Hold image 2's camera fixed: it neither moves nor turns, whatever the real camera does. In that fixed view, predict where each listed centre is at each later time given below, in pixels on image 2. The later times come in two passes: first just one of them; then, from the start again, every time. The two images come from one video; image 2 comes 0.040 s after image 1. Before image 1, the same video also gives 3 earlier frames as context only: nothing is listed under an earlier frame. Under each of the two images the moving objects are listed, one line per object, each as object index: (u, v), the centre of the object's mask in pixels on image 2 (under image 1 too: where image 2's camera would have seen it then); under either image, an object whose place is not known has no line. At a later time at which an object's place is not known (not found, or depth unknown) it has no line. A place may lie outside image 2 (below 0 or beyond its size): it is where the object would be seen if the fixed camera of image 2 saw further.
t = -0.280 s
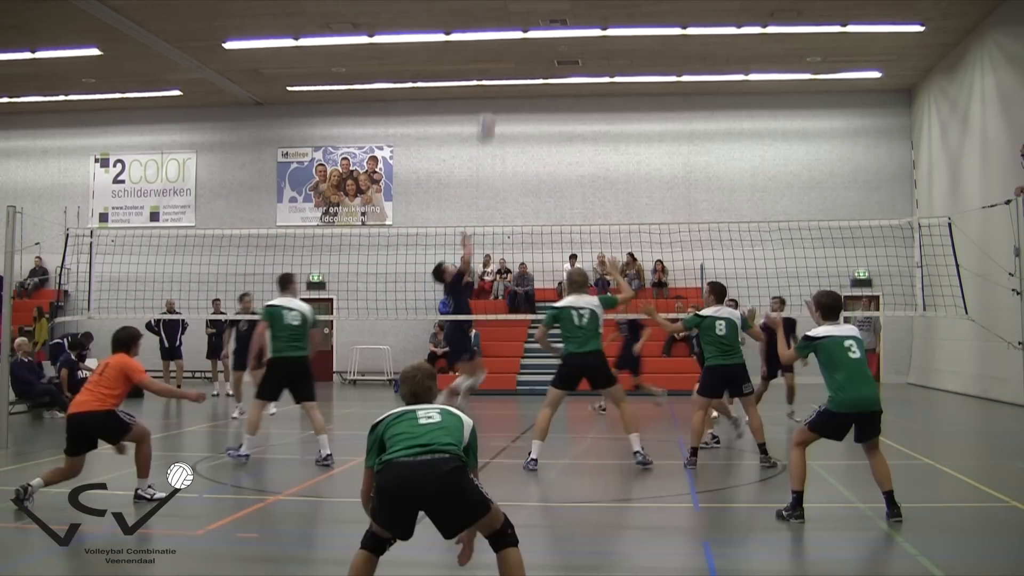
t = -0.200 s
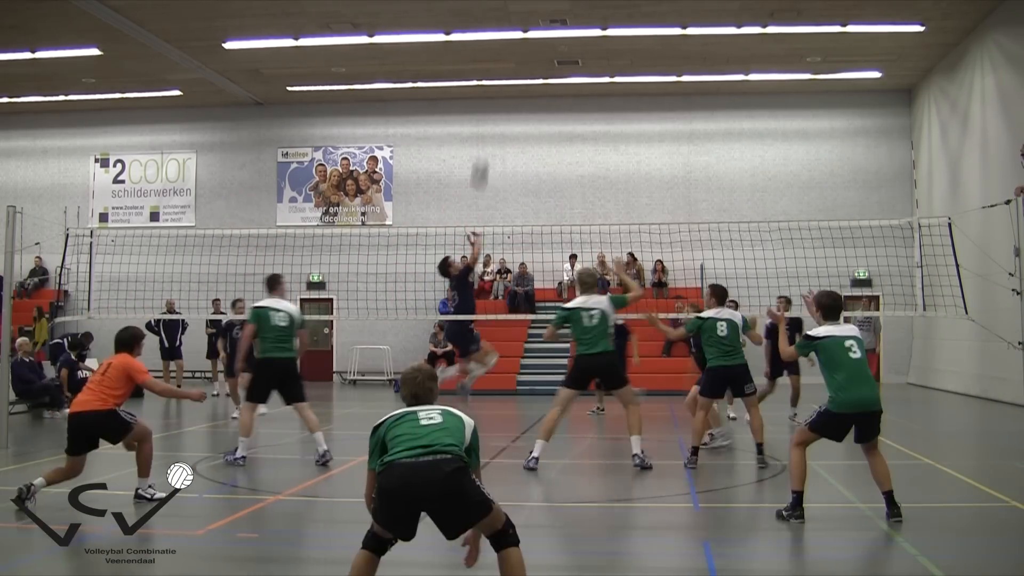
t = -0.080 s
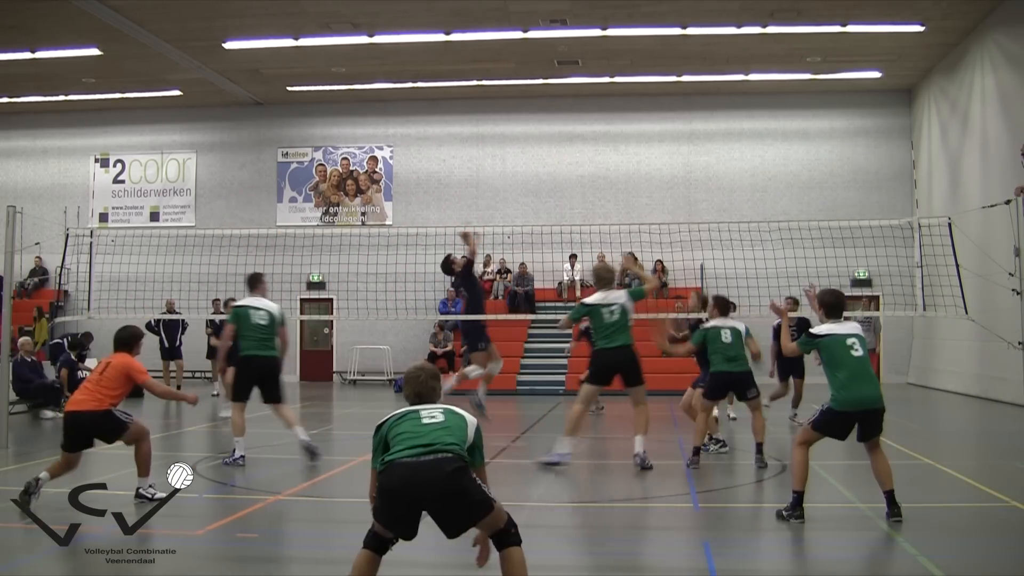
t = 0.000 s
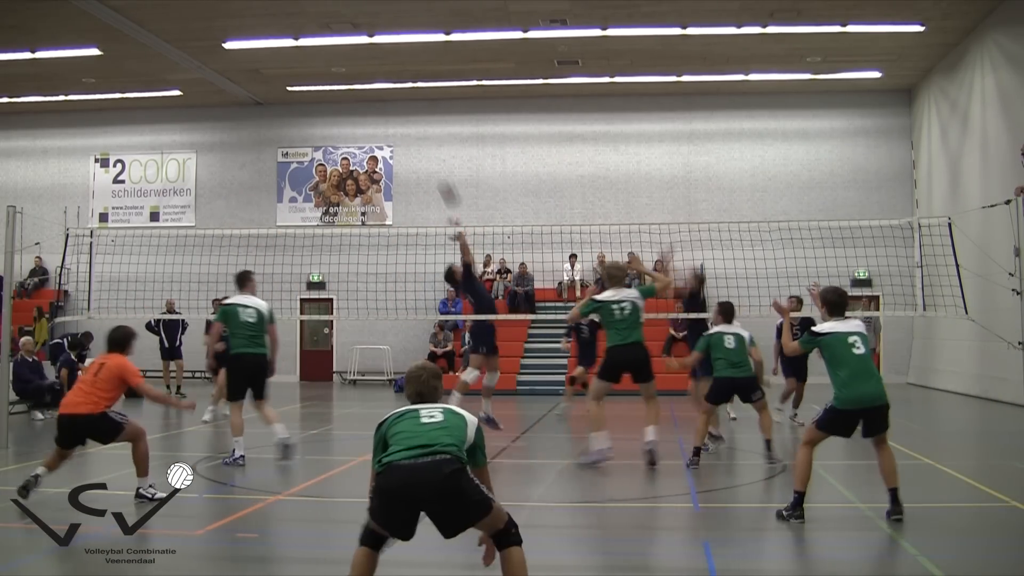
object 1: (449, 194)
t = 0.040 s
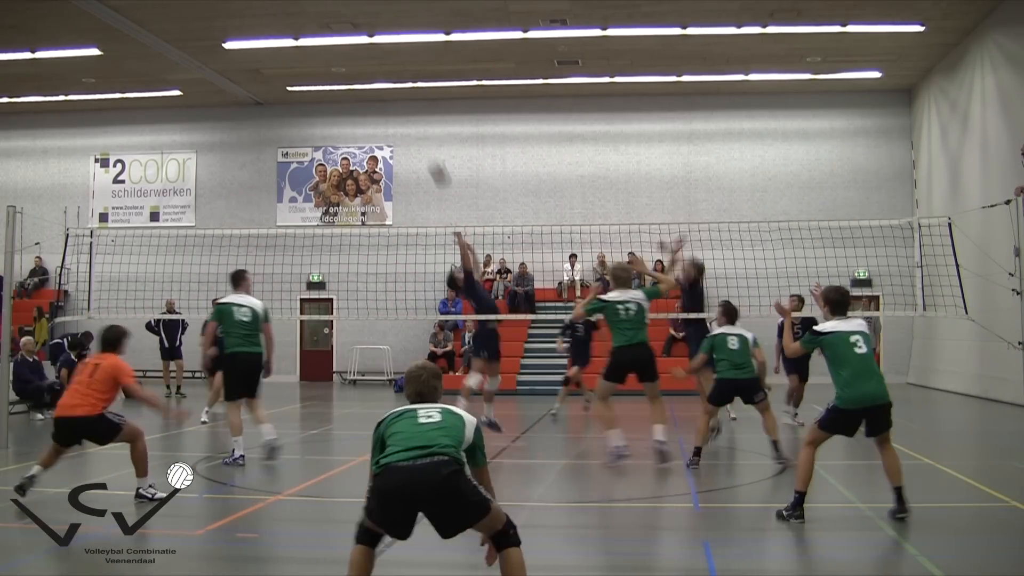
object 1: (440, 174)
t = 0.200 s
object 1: (401, 111)
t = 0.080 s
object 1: (429, 155)
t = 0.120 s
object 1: (420, 140)
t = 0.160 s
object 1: (410, 124)
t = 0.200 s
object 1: (401, 111)
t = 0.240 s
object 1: (393, 98)
